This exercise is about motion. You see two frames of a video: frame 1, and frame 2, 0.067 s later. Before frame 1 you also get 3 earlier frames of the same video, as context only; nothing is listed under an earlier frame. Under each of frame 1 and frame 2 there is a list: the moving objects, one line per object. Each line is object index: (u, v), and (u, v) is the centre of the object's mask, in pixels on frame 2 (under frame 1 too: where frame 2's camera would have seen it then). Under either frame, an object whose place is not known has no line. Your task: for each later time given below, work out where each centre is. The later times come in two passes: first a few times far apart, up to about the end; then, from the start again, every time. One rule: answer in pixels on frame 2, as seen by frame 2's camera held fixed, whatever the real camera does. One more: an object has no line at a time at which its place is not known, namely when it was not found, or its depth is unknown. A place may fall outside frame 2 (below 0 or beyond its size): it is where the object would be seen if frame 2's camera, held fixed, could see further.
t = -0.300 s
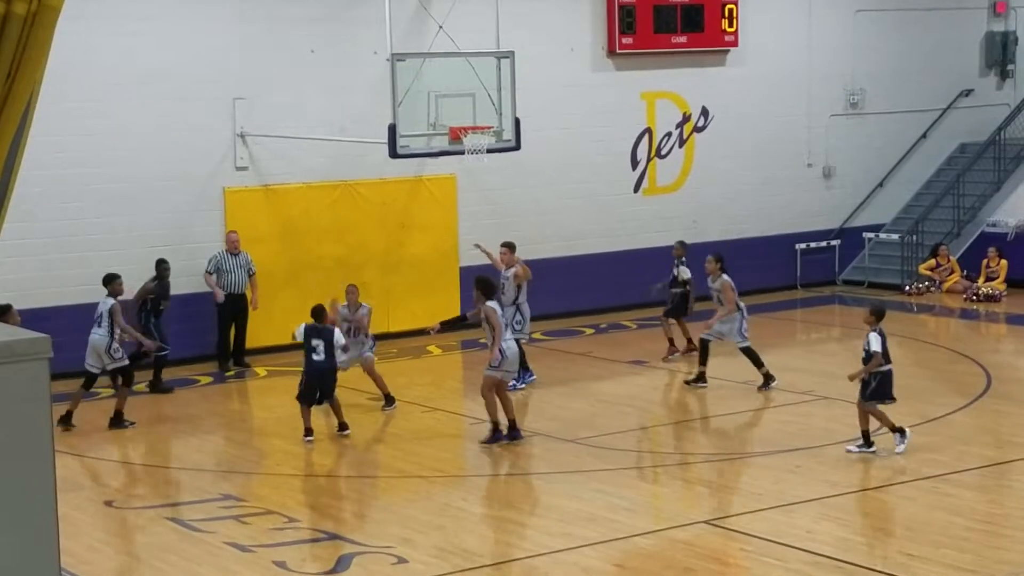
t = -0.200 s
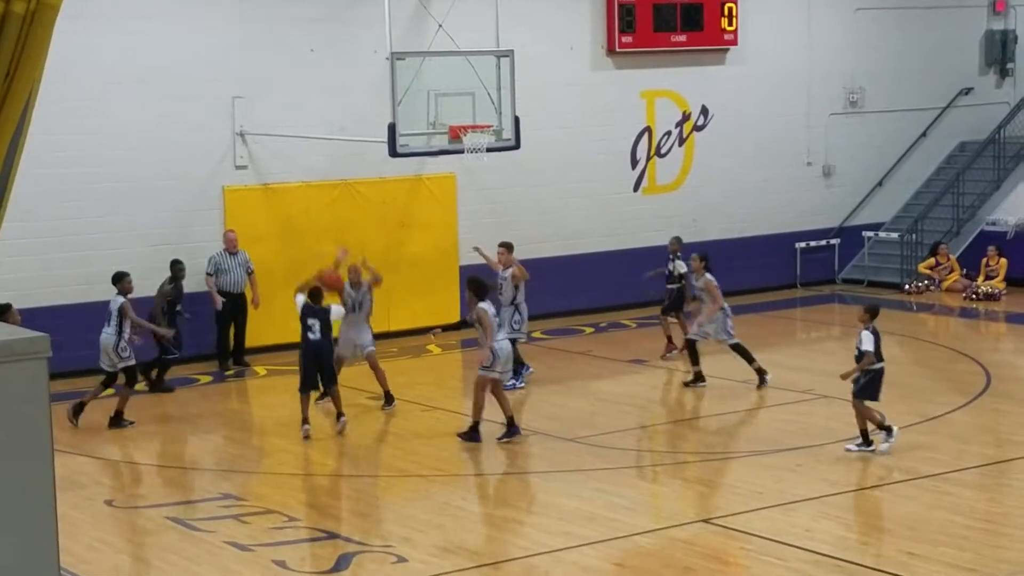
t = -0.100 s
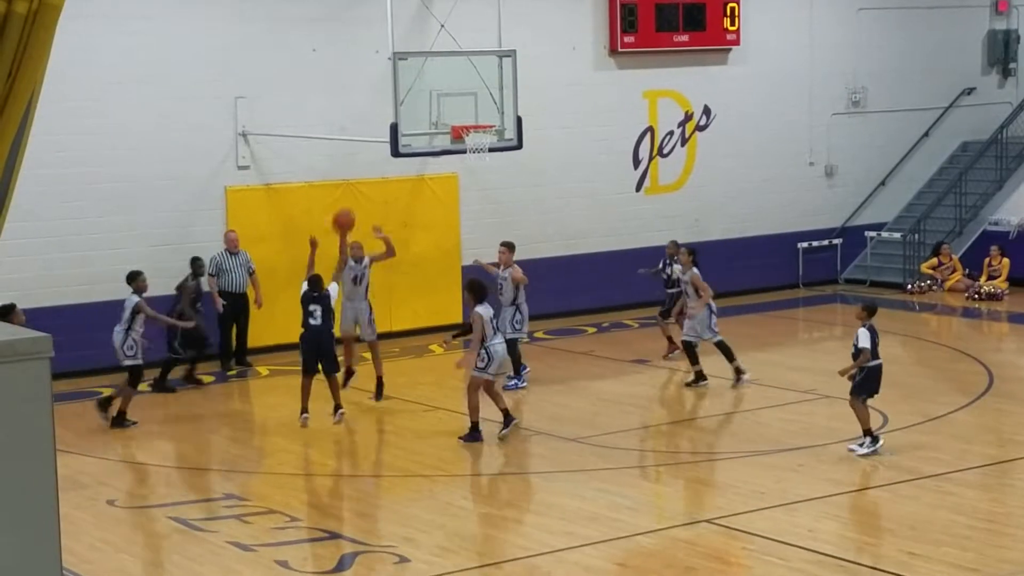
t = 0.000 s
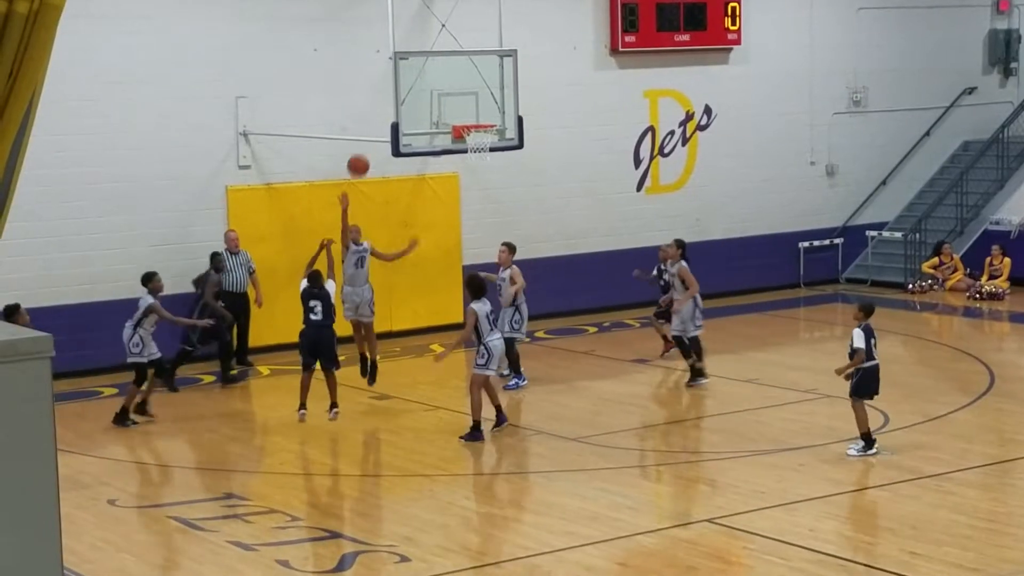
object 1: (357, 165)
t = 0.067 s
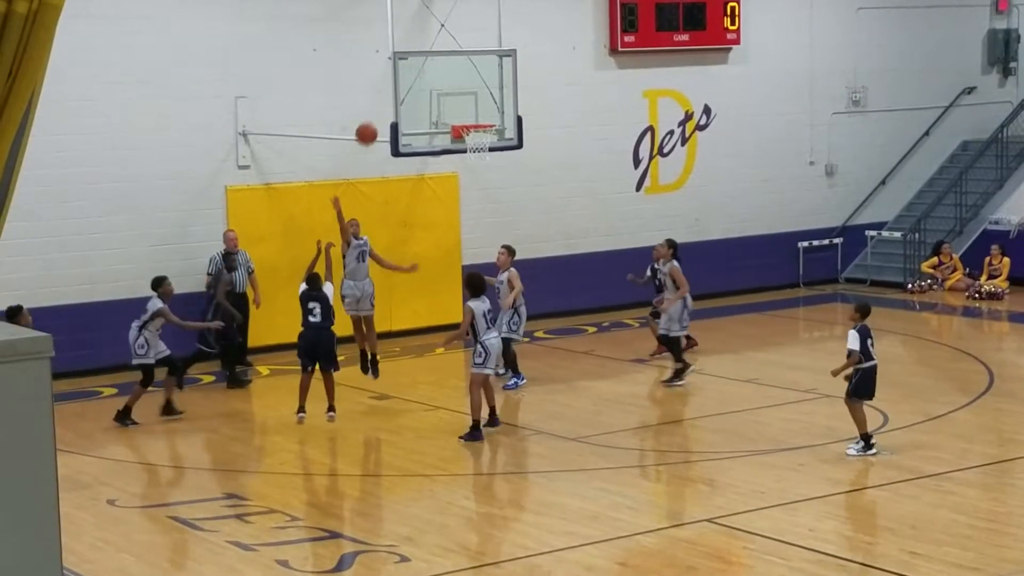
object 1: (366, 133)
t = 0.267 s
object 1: (392, 66)
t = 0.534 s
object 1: (427, 35)
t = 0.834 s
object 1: (464, 74)
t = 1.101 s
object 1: (498, 116)
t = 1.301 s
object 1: (528, 134)
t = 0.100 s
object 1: (371, 119)
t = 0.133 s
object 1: (375, 107)
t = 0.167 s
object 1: (379, 94)
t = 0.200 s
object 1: (383, 84)
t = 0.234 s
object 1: (388, 75)
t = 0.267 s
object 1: (392, 66)
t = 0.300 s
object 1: (397, 59)
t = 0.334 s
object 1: (401, 52)
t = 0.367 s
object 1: (406, 47)
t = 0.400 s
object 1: (410, 42)
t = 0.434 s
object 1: (414, 39)
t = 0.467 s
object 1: (418, 37)
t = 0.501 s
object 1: (422, 36)
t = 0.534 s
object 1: (427, 35)
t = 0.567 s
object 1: (431, 36)
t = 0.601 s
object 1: (435, 38)
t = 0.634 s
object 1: (440, 40)
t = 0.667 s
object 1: (444, 44)
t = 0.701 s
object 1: (448, 48)
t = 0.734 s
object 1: (452, 53)
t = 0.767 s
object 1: (456, 60)
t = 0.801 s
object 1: (460, 66)
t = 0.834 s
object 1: (464, 74)
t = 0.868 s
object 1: (468, 82)
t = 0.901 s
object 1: (472, 92)
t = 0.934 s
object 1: (476, 102)
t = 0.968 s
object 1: (480, 113)
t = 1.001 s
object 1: (484, 119)
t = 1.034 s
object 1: (489, 118)
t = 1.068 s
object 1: (494, 116)
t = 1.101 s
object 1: (498, 116)
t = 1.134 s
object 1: (503, 117)
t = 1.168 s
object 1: (507, 119)
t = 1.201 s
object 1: (512, 121)
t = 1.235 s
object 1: (517, 124)
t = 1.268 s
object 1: (523, 129)
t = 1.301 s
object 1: (528, 134)
